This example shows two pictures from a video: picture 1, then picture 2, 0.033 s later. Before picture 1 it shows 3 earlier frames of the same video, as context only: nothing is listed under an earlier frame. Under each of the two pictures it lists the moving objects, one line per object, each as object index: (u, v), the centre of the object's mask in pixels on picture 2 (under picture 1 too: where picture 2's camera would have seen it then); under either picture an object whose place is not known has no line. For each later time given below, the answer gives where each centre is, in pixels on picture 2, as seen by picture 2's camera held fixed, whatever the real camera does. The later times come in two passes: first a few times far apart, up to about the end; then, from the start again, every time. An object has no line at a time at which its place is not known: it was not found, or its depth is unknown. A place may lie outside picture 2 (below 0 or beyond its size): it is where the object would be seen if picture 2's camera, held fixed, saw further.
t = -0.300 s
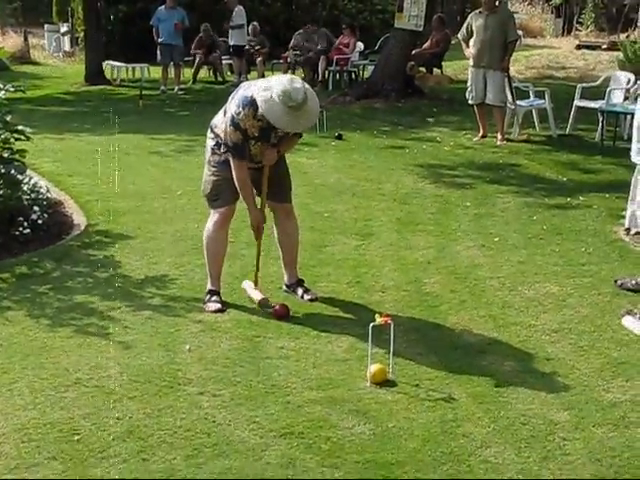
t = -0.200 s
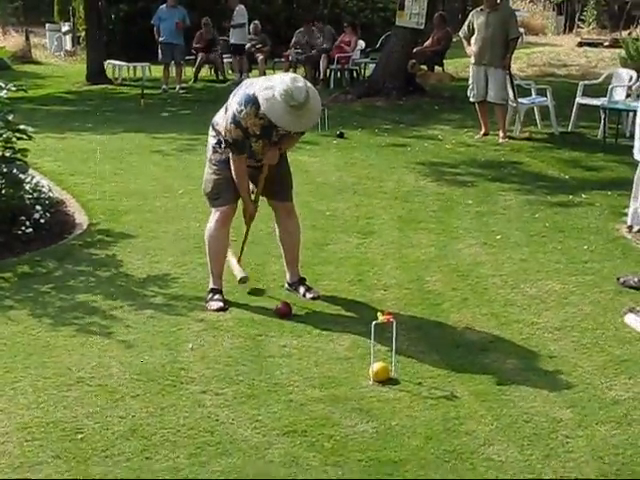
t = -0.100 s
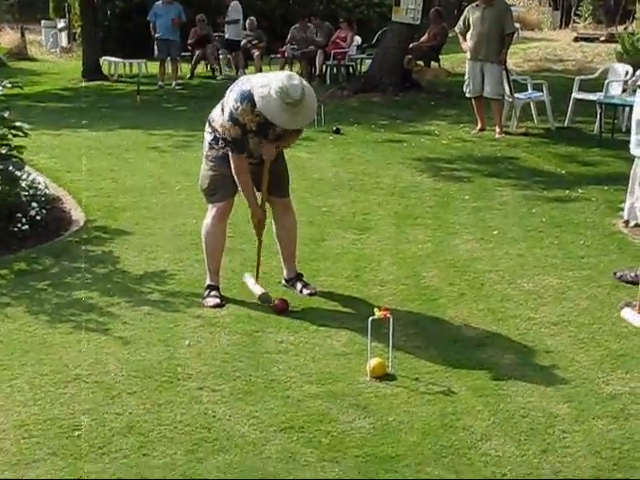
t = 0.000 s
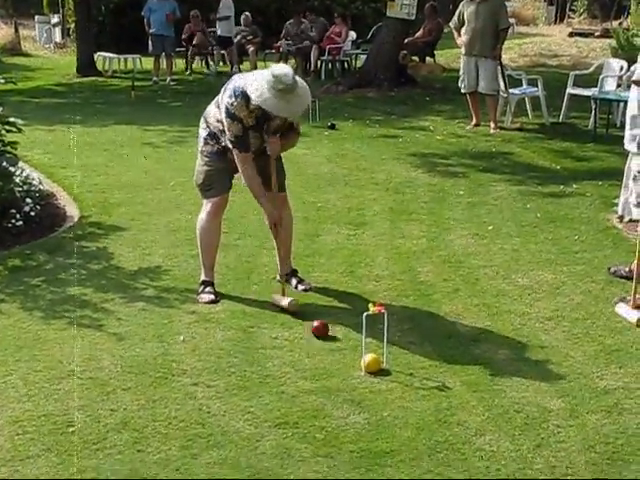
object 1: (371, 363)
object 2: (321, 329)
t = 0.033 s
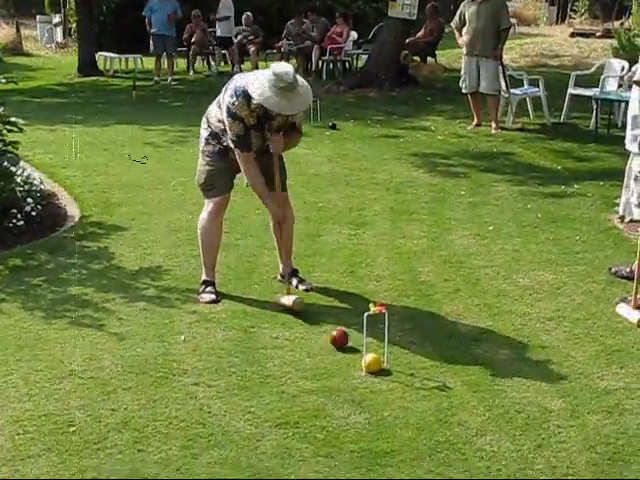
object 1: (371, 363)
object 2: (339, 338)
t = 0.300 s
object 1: (443, 410)
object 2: (376, 359)
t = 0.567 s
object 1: (482, 438)
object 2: (376, 360)
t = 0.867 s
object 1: (485, 443)
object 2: (376, 360)
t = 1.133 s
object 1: (485, 444)
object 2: (376, 360)
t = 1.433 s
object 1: (485, 444)
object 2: (376, 360)
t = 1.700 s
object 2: (376, 360)
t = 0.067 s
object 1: (372, 363)
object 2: (356, 351)
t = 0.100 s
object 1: (382, 370)
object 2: (367, 356)
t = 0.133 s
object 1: (395, 377)
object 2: (373, 358)
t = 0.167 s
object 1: (407, 386)
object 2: (376, 360)
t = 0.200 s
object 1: (417, 391)
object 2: (376, 359)
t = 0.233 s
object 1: (426, 399)
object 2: (376, 359)
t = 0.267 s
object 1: (435, 404)
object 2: (376, 359)
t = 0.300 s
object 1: (443, 410)
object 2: (376, 359)
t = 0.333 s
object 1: (450, 415)
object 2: (376, 359)
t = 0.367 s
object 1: (457, 419)
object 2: (376, 360)
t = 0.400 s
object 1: (463, 424)
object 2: (376, 360)
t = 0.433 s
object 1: (469, 427)
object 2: (376, 359)
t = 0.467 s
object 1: (474, 431)
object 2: (375, 360)
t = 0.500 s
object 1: (478, 434)
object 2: (376, 359)
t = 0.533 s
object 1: (480, 437)
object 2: (376, 360)
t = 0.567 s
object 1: (482, 438)
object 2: (376, 360)
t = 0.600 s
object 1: (484, 441)
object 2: (375, 359)
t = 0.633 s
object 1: (484, 442)
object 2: (376, 360)
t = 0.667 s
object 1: (484, 443)
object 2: (376, 359)
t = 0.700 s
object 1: (484, 443)
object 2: (376, 360)
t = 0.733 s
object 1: (485, 443)
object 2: (376, 360)
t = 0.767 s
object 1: (484, 444)
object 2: (376, 360)
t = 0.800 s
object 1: (484, 444)
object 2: (376, 360)
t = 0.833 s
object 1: (484, 443)
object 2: (376, 360)
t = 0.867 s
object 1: (485, 443)
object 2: (376, 360)
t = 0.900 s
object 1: (484, 444)
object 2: (376, 360)
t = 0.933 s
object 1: (485, 444)
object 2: (376, 360)
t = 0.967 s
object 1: (485, 444)
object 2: (376, 360)
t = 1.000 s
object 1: (484, 444)
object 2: (376, 360)
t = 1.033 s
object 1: (484, 444)
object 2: (376, 360)
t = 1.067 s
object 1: (484, 444)
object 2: (376, 360)
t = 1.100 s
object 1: (484, 444)
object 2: (376, 360)
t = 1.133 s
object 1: (485, 444)
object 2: (376, 360)
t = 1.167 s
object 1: (485, 444)
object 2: (376, 360)
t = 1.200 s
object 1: (484, 444)
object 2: (376, 360)
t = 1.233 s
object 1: (485, 444)
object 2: (376, 360)
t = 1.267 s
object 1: (484, 444)
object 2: (376, 360)
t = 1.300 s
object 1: (484, 444)
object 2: (376, 360)
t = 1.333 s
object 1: (484, 444)
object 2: (376, 360)
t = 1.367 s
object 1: (484, 444)
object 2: (376, 360)
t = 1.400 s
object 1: (484, 444)
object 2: (376, 360)
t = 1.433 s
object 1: (485, 444)
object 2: (376, 360)
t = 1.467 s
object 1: (485, 444)
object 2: (376, 360)
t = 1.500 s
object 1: (484, 444)
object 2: (376, 360)
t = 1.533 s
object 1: (485, 444)
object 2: (376, 360)
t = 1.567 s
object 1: (485, 444)
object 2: (376, 360)
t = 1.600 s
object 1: (485, 444)
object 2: (376, 360)
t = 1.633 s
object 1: (485, 444)
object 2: (376, 360)
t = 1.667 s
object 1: (485, 444)
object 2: (376, 360)
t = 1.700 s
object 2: (376, 360)
